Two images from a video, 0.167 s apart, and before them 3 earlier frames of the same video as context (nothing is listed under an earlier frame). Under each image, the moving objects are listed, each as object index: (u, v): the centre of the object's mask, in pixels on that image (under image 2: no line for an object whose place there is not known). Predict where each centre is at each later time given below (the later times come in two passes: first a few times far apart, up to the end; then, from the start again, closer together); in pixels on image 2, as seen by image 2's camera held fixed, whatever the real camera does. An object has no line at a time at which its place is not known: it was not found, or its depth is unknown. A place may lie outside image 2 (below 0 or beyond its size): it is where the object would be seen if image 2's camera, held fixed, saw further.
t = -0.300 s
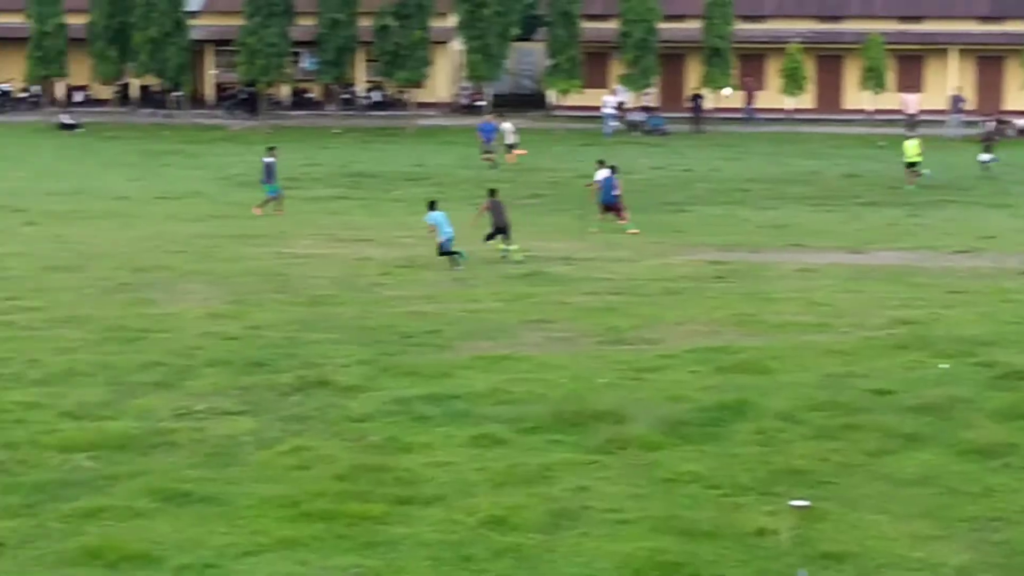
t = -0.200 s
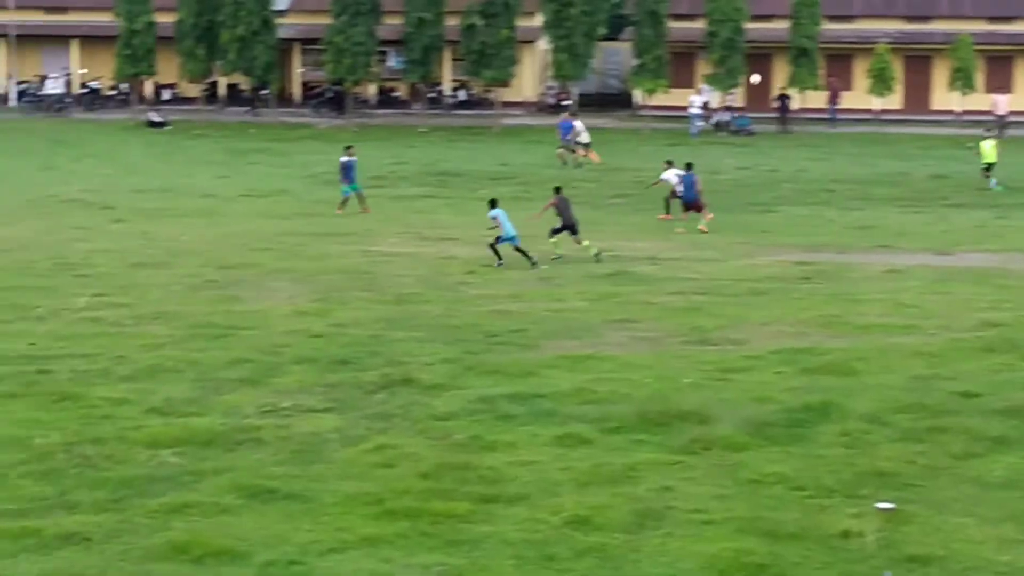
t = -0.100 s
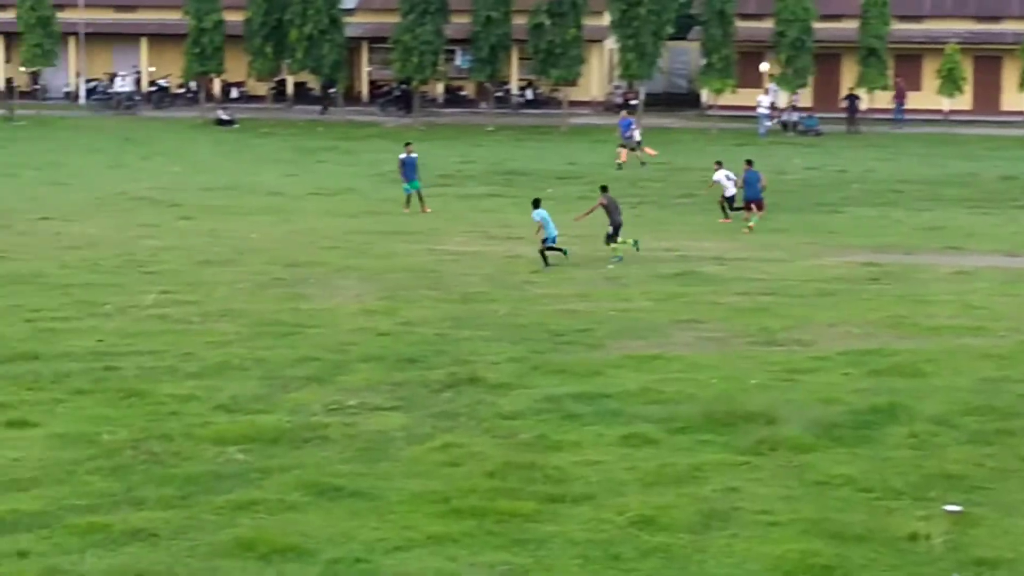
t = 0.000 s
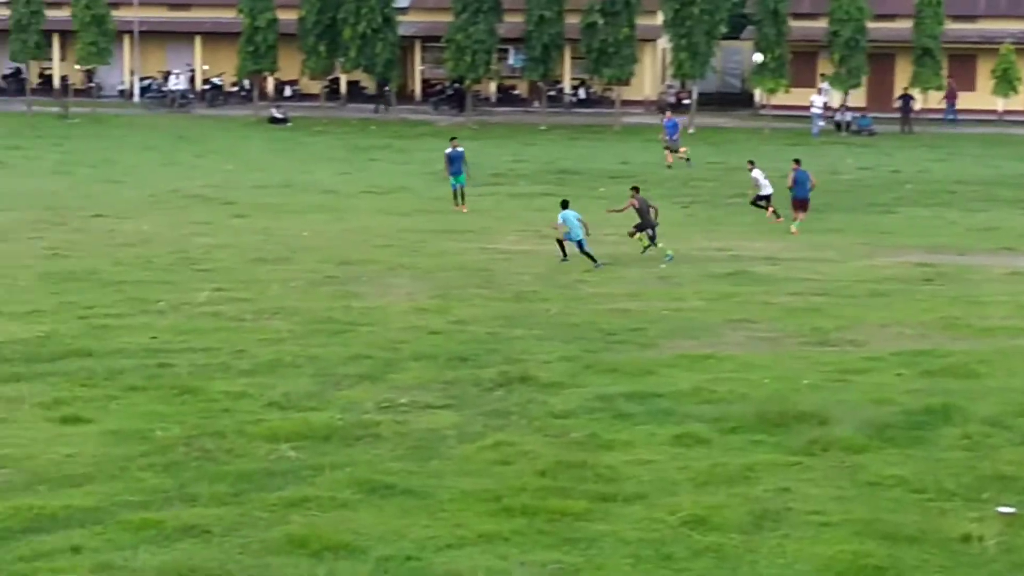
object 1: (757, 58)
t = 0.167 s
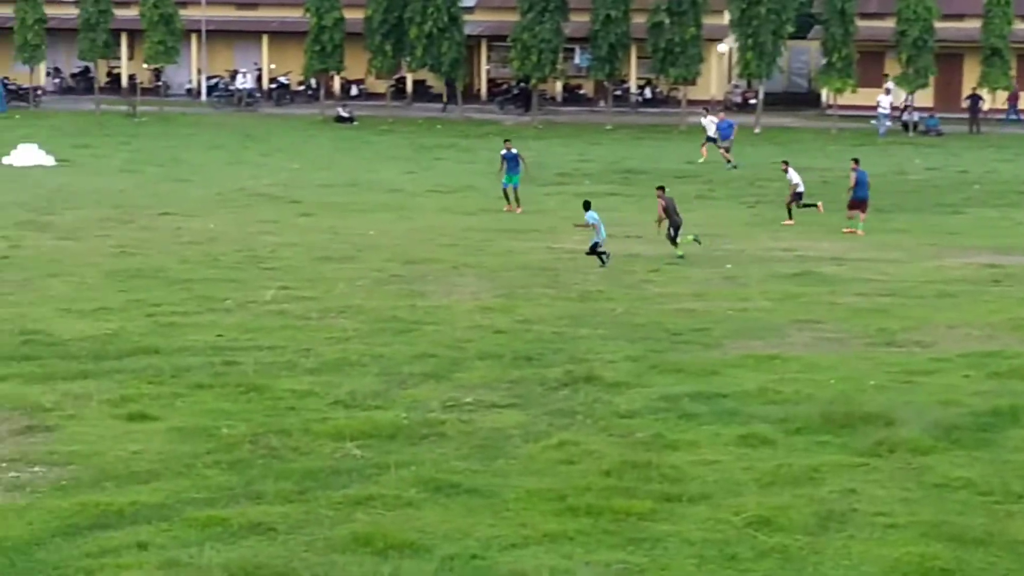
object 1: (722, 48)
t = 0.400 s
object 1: (578, 52)
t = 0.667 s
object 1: (409, 78)
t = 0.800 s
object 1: (321, 102)
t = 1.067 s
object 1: (139, 175)
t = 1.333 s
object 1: (-56, 281)
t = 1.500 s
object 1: (-141, 277)
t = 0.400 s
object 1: (578, 52)
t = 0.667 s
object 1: (409, 78)
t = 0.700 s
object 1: (387, 83)
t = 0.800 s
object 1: (321, 102)
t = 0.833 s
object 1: (298, 109)
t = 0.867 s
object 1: (275, 117)
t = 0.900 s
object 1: (253, 125)
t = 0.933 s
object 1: (231, 134)
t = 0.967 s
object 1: (208, 143)
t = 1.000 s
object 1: (185, 153)
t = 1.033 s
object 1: (162, 164)
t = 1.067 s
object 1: (139, 175)
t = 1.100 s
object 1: (115, 186)
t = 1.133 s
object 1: (92, 198)
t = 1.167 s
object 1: (68, 210)
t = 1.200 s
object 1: (44, 223)
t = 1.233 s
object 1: (19, 236)
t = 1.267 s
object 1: (-6, 250)
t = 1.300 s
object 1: (-30, 265)
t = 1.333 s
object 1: (-56, 281)
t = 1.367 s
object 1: (-81, 297)
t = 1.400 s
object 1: (-105, 308)
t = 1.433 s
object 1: (-117, 297)
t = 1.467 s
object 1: (-129, 287)
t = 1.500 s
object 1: (-141, 277)
